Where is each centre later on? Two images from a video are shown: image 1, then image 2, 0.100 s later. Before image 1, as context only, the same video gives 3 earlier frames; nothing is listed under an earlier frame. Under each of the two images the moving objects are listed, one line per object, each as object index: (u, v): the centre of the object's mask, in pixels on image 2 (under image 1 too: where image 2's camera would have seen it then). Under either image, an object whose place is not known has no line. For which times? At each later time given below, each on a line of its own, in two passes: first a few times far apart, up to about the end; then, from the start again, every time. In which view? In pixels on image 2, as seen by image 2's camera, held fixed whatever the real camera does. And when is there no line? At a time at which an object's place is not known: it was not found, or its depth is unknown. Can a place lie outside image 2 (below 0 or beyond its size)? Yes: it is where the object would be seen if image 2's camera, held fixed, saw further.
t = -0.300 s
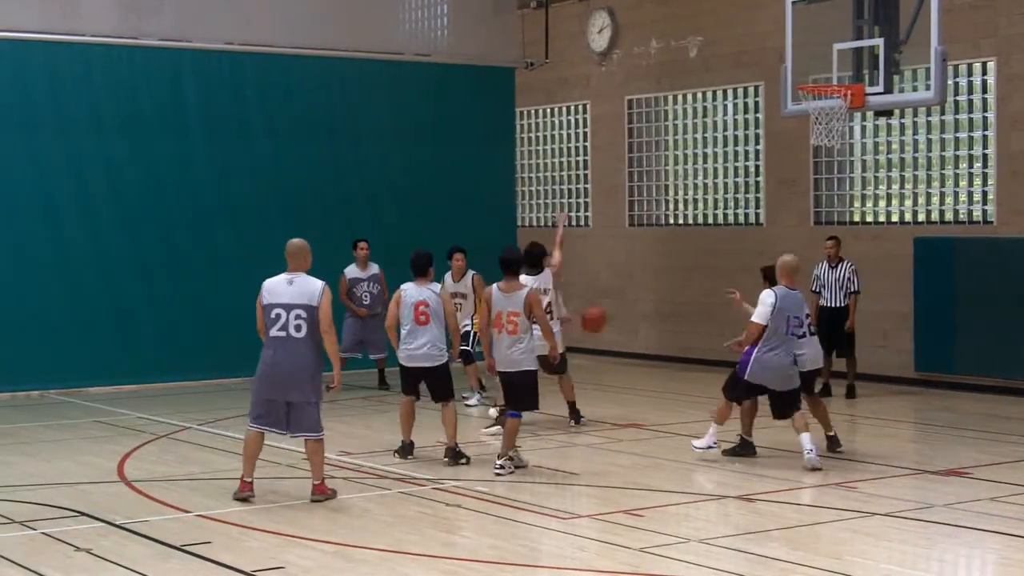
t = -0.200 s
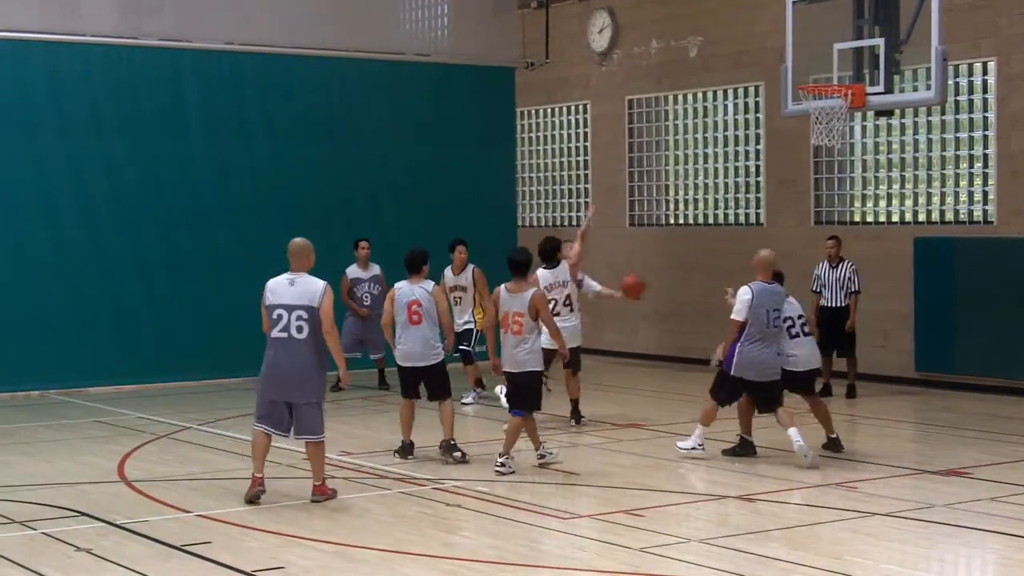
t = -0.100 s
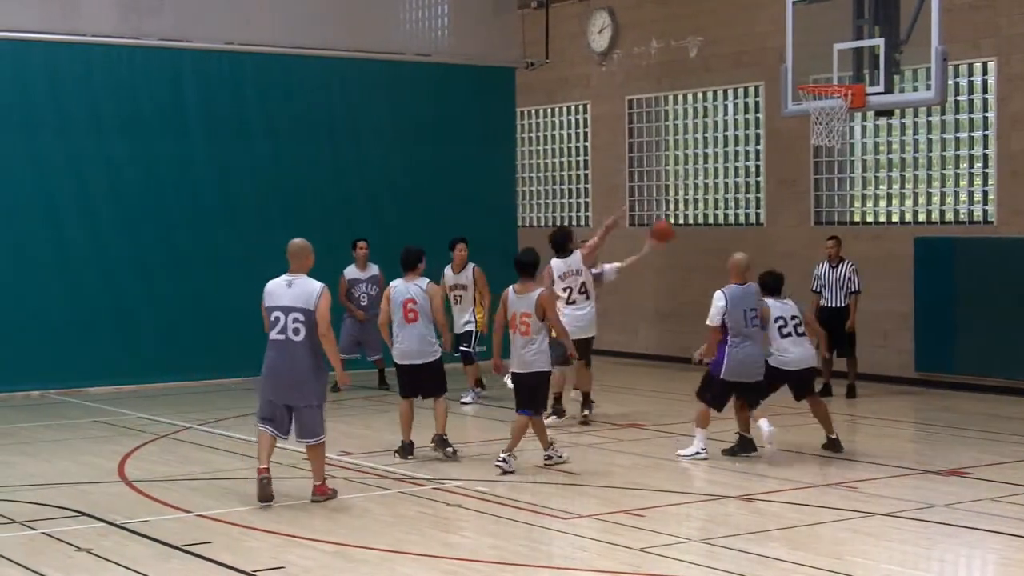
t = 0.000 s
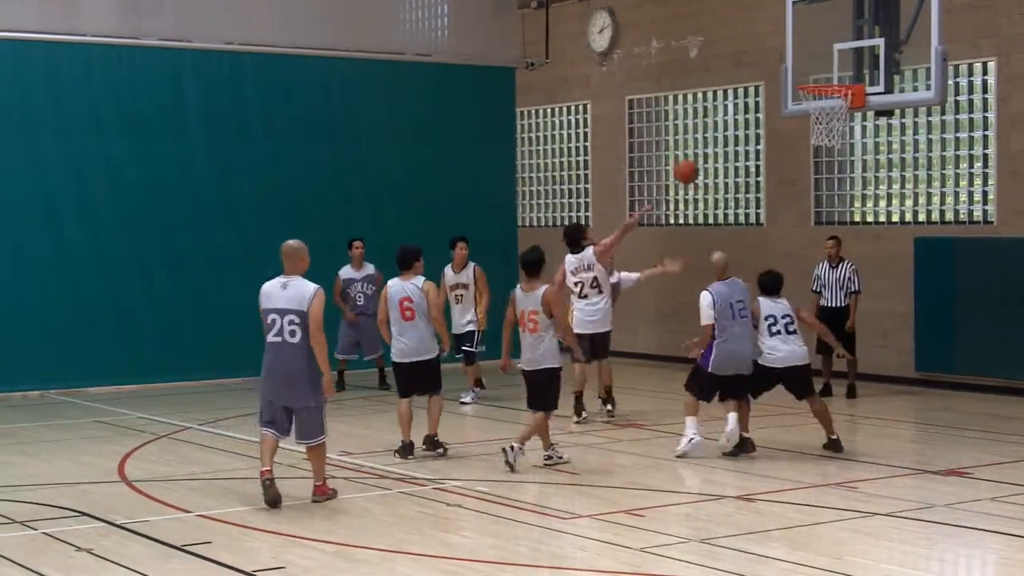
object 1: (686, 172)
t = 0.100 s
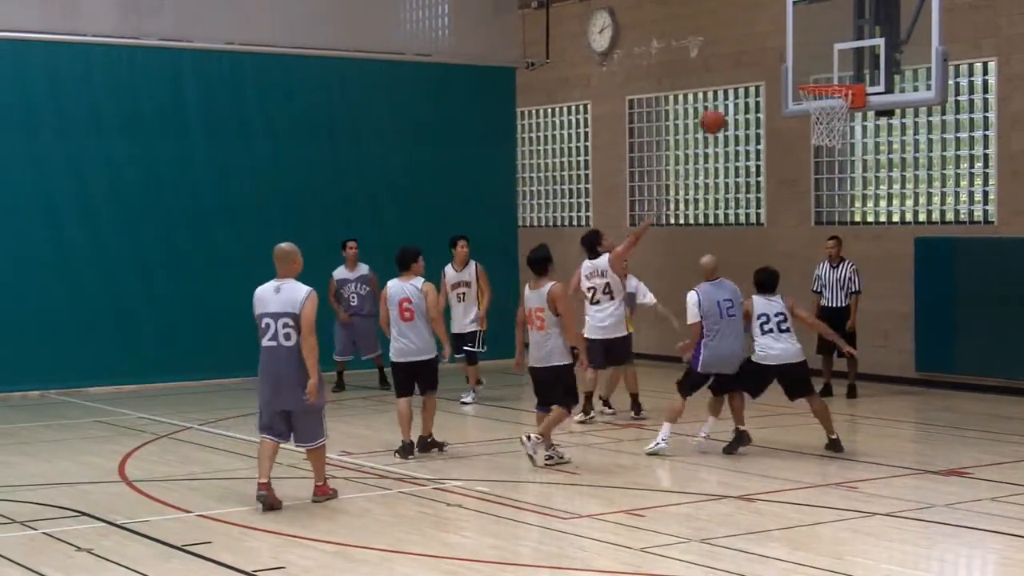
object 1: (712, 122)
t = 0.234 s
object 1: (745, 68)
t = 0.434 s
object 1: (799, 24)
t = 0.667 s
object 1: (866, 25)
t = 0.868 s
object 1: (899, 59)
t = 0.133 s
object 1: (720, 106)
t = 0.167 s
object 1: (728, 92)
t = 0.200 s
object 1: (737, 80)
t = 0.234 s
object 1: (745, 68)
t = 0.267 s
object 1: (755, 59)
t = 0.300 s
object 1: (763, 50)
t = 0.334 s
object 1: (772, 41)
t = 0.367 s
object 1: (781, 34)
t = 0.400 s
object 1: (790, 28)
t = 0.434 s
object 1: (799, 24)
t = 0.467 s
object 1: (809, 20)
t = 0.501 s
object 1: (818, 17)
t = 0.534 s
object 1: (827, 16)
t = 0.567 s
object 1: (837, 16)
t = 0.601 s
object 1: (844, 19)
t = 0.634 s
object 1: (855, 20)
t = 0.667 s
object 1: (866, 25)
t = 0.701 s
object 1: (876, 30)
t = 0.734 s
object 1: (882, 35)
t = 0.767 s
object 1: (887, 39)
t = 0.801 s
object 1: (890, 44)
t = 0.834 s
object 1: (894, 51)
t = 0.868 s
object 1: (899, 59)
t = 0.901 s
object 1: (902, 68)
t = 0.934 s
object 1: (907, 80)
